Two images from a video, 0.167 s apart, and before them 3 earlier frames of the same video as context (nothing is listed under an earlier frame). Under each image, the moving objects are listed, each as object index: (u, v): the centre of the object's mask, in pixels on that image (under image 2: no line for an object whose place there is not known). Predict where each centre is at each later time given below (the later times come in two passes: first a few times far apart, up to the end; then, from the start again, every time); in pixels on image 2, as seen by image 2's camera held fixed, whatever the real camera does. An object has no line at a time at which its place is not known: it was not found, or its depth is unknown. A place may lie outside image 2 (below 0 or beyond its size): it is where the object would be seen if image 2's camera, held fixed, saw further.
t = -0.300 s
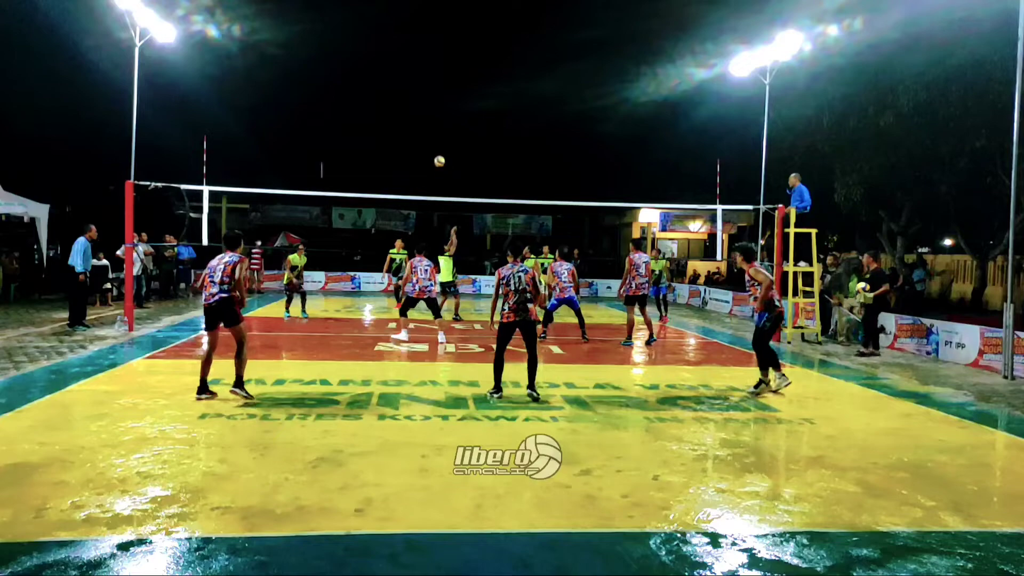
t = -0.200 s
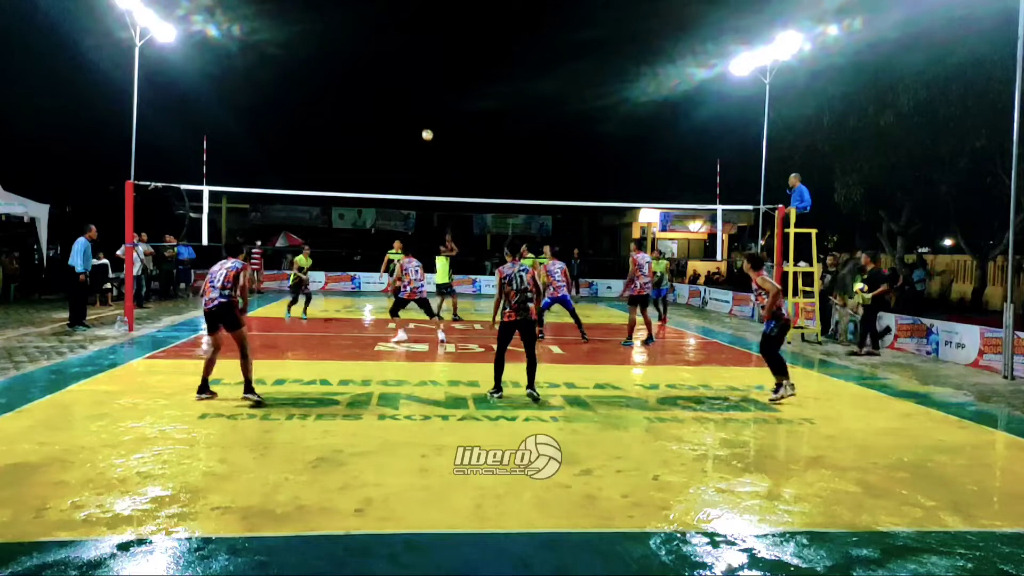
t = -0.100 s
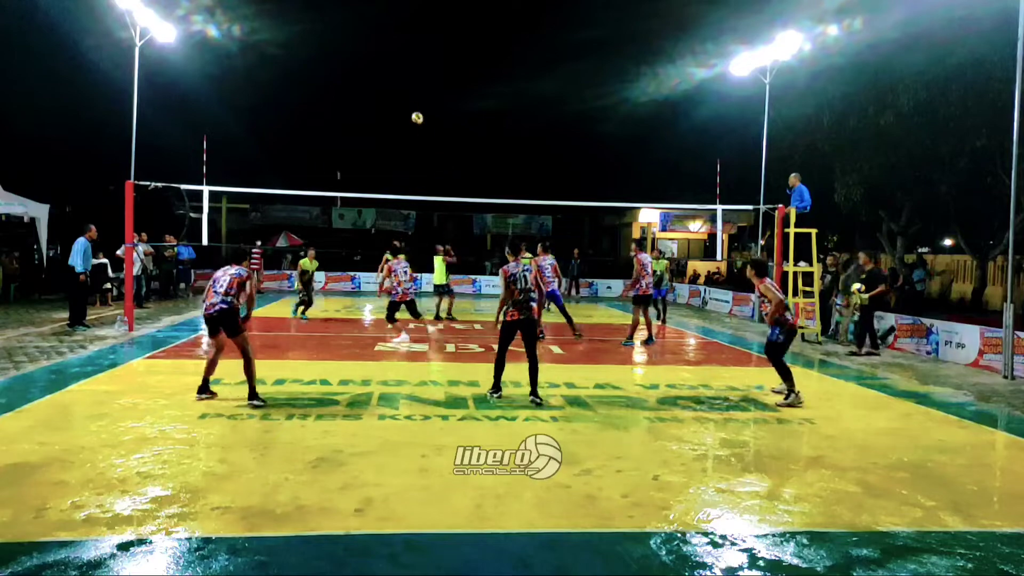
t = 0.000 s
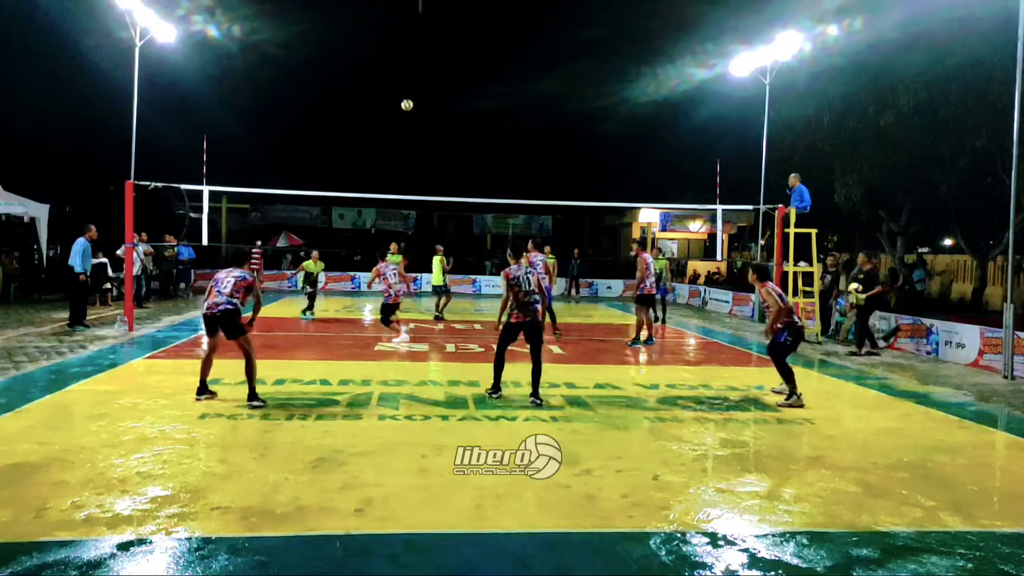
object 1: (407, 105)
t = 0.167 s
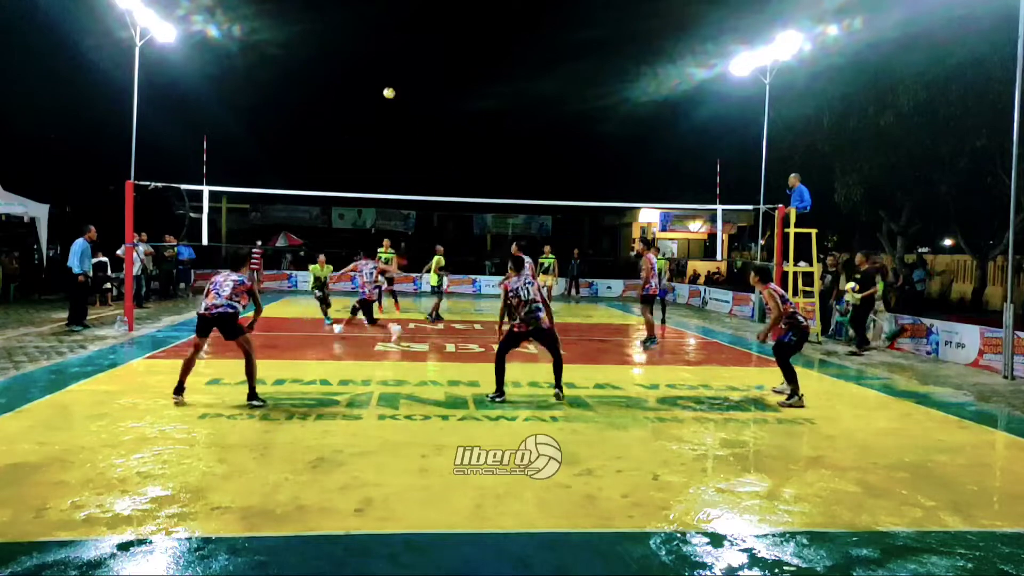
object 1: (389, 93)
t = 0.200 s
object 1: (385, 92)
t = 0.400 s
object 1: (361, 101)
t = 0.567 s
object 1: (342, 123)
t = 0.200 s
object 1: (385, 92)
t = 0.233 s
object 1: (379, 92)
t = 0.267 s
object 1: (376, 93)
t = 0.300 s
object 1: (372, 94)
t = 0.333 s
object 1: (369, 96)
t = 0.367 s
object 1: (365, 98)
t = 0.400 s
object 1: (361, 101)
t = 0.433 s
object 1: (357, 104)
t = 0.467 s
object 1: (353, 108)
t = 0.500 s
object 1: (349, 113)
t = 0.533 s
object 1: (346, 118)
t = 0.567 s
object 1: (342, 123)
